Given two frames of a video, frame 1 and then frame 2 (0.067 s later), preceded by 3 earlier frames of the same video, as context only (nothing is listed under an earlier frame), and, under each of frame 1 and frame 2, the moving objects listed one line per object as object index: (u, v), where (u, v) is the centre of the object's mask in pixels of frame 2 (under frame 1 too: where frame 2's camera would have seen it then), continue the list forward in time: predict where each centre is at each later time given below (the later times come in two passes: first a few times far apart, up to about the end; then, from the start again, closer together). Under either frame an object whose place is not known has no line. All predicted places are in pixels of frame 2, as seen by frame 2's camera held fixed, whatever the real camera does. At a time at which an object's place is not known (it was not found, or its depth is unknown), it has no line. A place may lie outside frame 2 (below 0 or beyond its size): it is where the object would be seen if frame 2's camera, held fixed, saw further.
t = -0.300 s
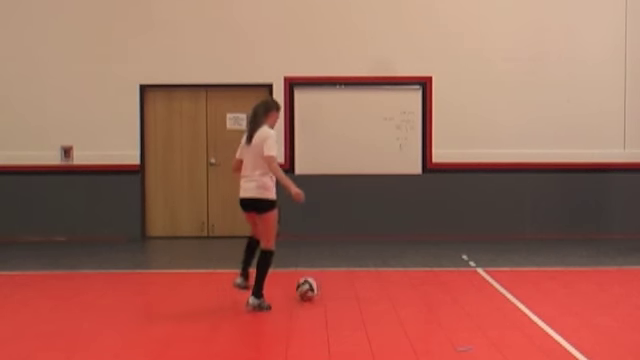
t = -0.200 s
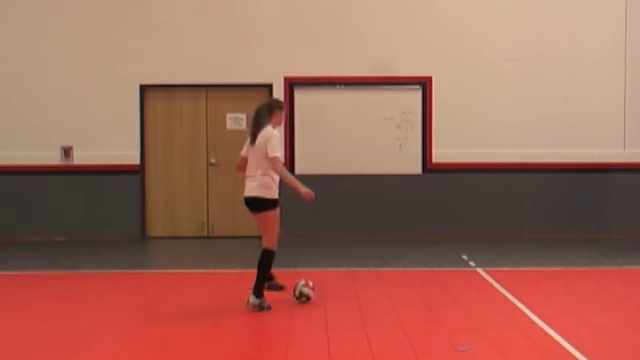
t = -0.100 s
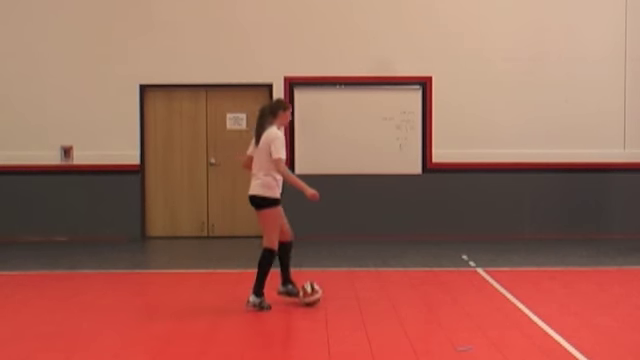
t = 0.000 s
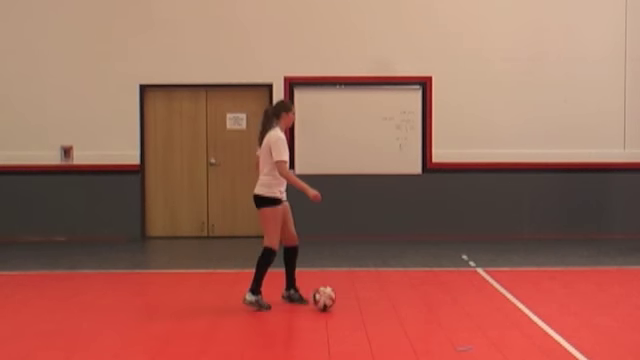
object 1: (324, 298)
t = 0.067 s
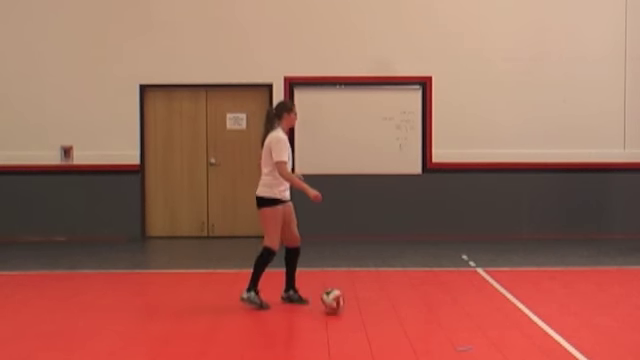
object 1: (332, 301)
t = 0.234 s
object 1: (347, 307)
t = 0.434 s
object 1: (361, 315)
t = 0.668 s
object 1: (379, 325)
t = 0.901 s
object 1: (399, 335)
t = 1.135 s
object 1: (421, 345)
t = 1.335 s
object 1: (440, 350)
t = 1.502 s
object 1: (459, 354)
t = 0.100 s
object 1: (336, 302)
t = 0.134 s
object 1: (339, 304)
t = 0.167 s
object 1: (342, 305)
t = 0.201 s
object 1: (344, 306)
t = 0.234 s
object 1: (347, 307)
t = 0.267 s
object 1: (349, 309)
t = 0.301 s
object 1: (352, 310)
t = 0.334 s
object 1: (354, 311)
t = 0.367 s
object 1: (356, 313)
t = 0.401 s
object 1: (359, 314)
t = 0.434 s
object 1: (361, 315)
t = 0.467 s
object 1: (364, 316)
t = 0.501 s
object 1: (367, 318)
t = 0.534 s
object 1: (369, 319)
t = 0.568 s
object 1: (372, 320)
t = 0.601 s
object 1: (374, 321)
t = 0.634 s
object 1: (376, 323)
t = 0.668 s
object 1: (379, 325)
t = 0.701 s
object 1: (383, 326)
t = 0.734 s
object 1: (385, 328)
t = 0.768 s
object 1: (389, 329)
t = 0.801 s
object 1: (391, 330)
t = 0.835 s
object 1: (393, 332)
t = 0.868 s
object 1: (397, 333)
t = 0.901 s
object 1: (399, 335)
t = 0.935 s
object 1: (402, 337)
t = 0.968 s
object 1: (405, 338)
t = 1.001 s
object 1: (408, 340)
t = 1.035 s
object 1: (411, 341)
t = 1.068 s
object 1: (414, 343)
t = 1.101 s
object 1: (418, 344)
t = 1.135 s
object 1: (421, 345)
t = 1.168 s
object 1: (424, 346)
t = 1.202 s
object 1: (427, 347)
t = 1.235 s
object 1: (429, 348)
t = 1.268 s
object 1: (433, 349)
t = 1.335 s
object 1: (440, 350)
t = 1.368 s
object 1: (444, 351)
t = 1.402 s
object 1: (447, 352)
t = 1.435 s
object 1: (452, 353)
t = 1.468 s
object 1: (454, 353)
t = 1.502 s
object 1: (459, 354)
